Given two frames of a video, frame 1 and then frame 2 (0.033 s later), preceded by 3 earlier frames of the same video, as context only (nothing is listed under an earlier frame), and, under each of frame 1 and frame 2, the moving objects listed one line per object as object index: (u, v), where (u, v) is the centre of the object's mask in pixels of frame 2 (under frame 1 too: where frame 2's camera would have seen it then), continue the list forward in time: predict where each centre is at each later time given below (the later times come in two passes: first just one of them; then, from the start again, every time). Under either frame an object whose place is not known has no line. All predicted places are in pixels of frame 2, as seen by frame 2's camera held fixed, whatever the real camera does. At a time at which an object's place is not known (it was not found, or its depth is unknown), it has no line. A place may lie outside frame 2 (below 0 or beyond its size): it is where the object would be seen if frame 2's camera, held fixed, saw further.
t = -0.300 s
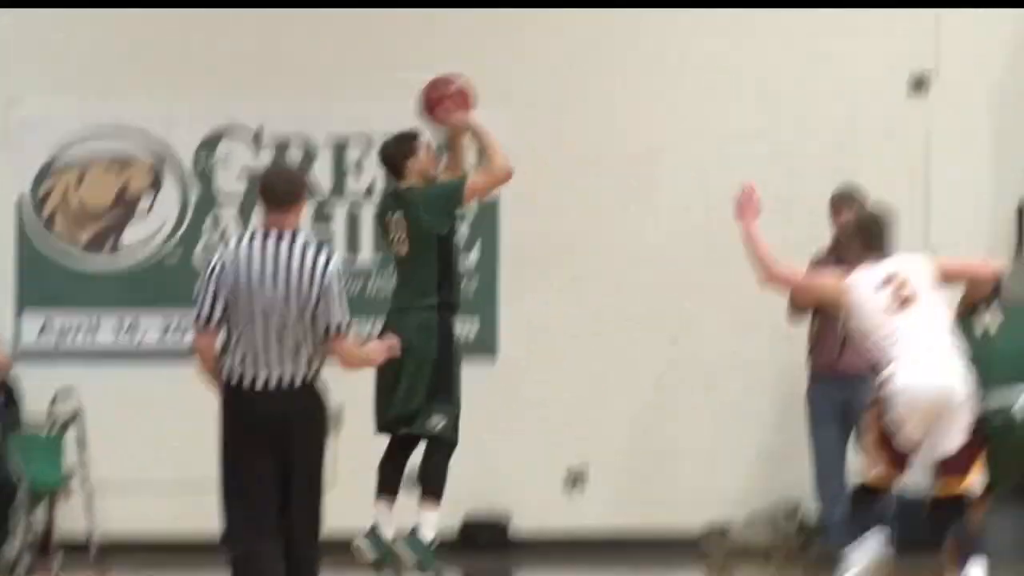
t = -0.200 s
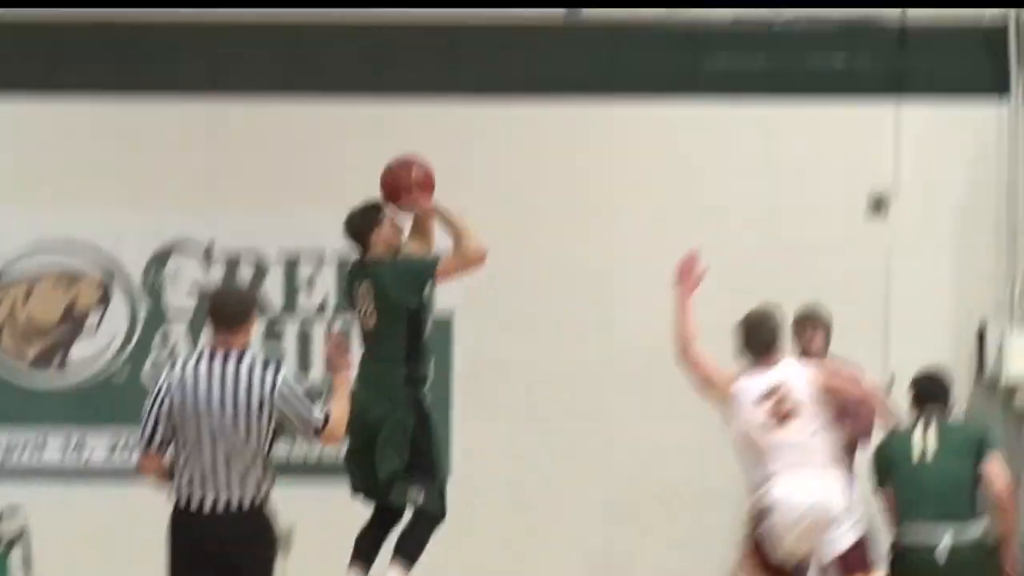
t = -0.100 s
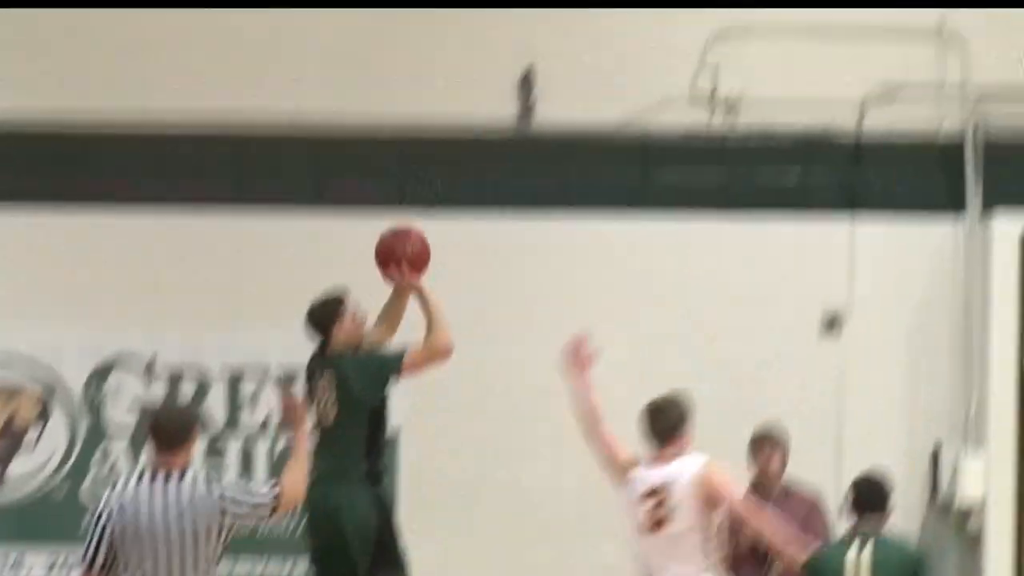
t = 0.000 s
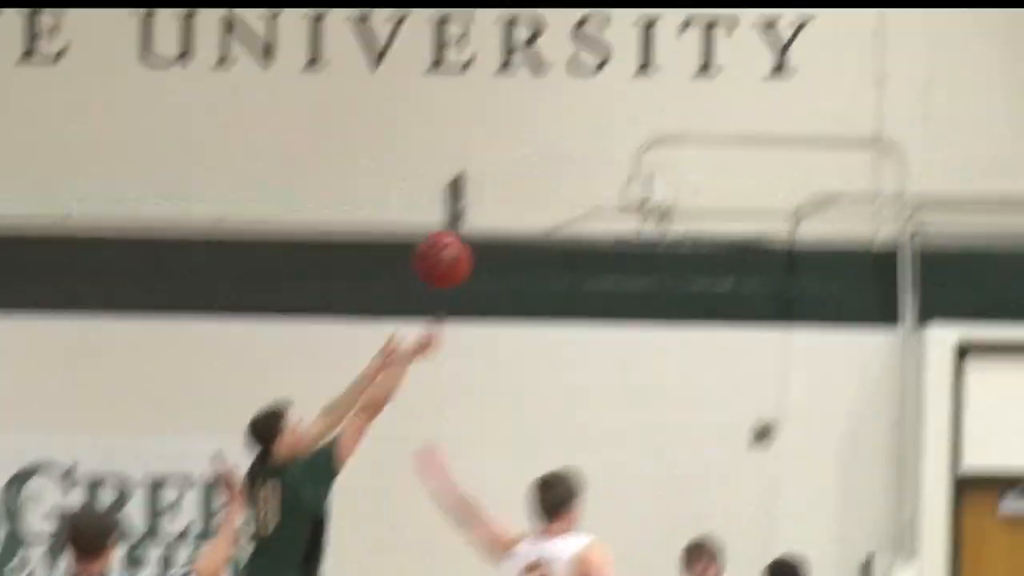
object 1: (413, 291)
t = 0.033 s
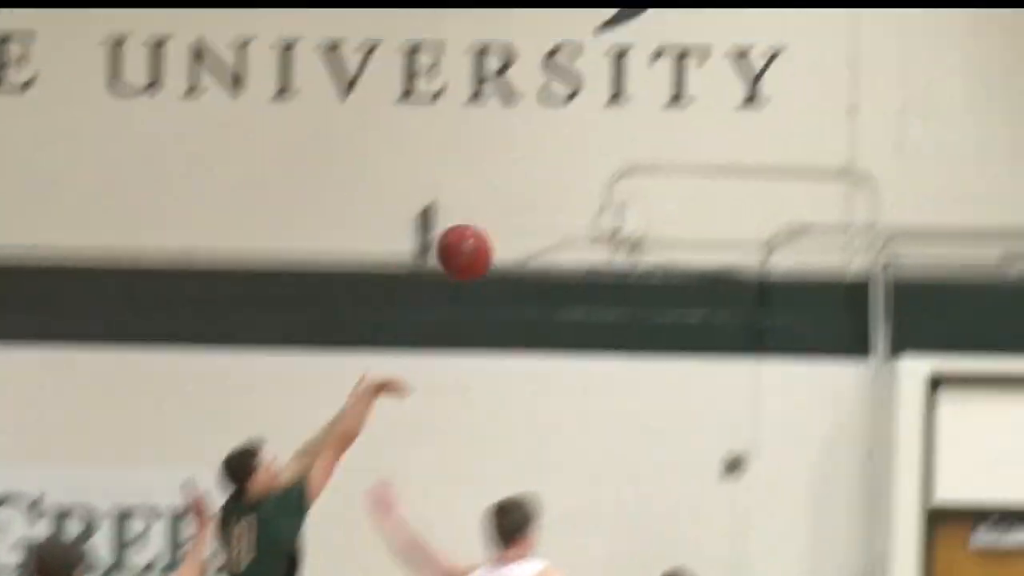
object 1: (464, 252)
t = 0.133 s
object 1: (616, 153)
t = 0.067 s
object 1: (515, 216)
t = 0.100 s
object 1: (565, 183)
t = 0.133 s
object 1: (616, 153)
